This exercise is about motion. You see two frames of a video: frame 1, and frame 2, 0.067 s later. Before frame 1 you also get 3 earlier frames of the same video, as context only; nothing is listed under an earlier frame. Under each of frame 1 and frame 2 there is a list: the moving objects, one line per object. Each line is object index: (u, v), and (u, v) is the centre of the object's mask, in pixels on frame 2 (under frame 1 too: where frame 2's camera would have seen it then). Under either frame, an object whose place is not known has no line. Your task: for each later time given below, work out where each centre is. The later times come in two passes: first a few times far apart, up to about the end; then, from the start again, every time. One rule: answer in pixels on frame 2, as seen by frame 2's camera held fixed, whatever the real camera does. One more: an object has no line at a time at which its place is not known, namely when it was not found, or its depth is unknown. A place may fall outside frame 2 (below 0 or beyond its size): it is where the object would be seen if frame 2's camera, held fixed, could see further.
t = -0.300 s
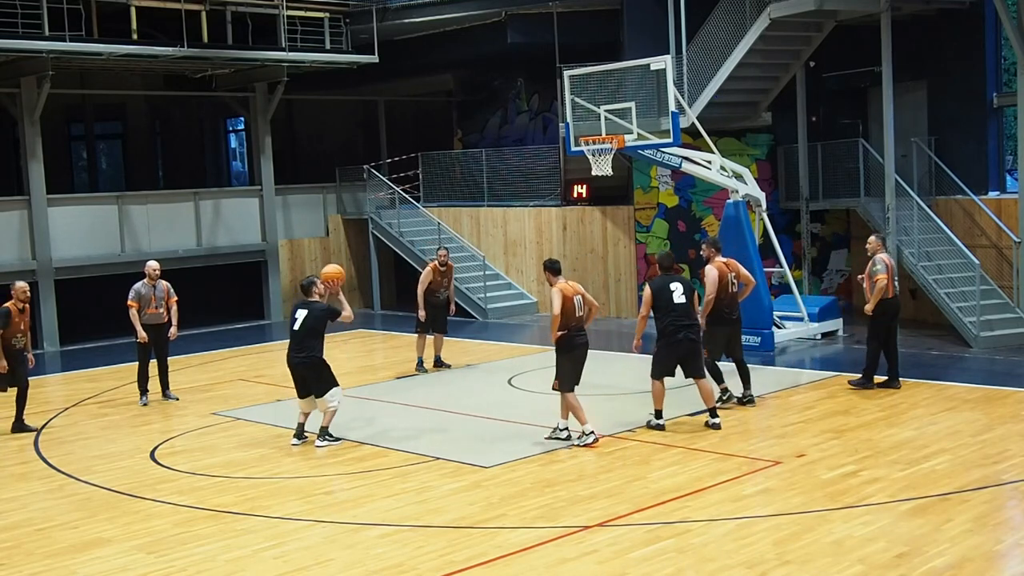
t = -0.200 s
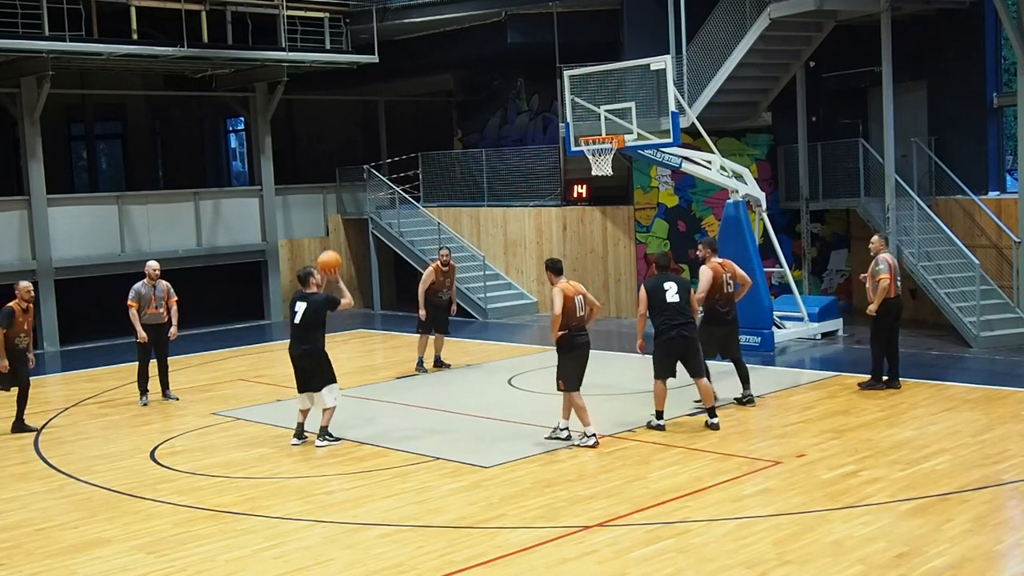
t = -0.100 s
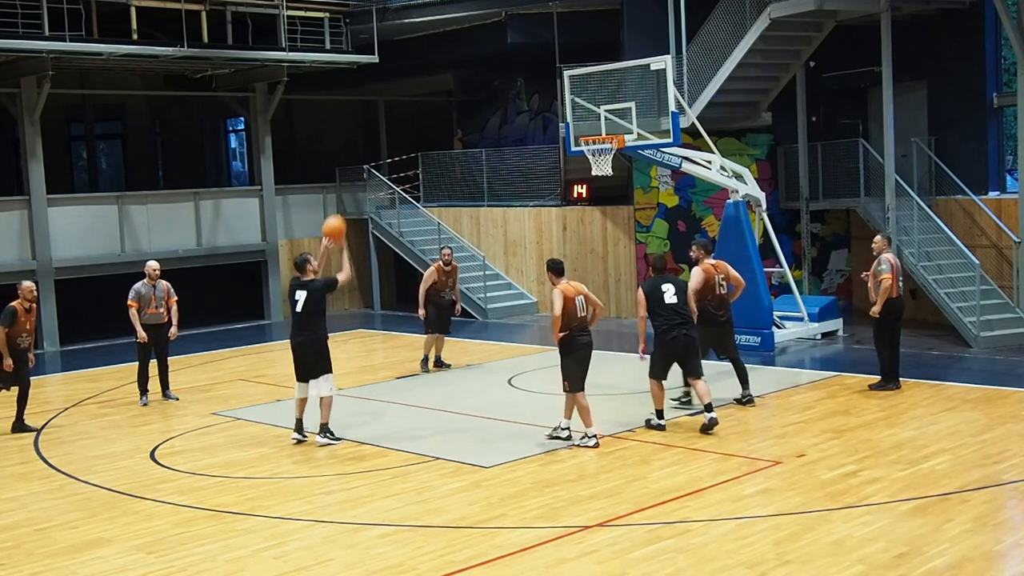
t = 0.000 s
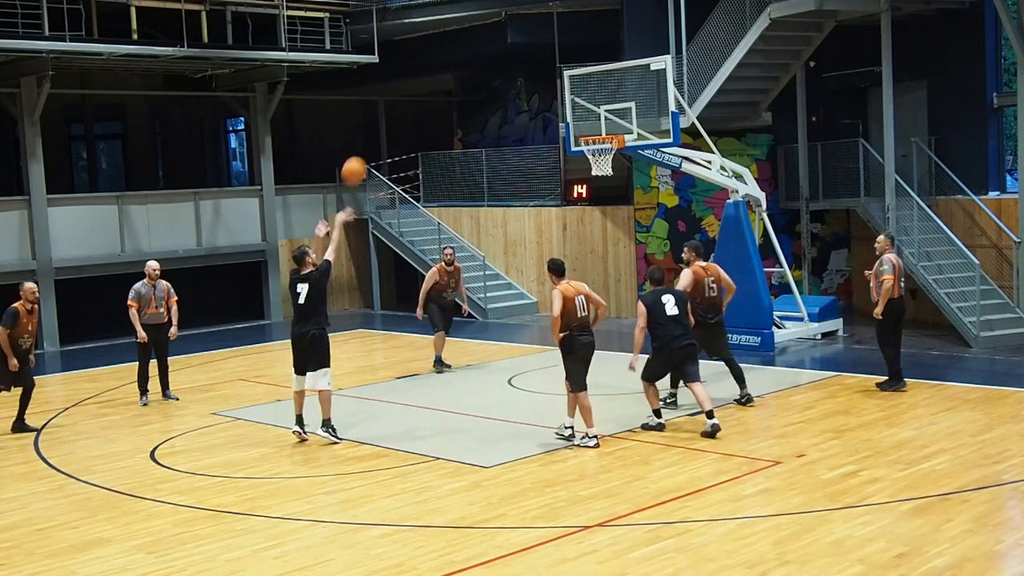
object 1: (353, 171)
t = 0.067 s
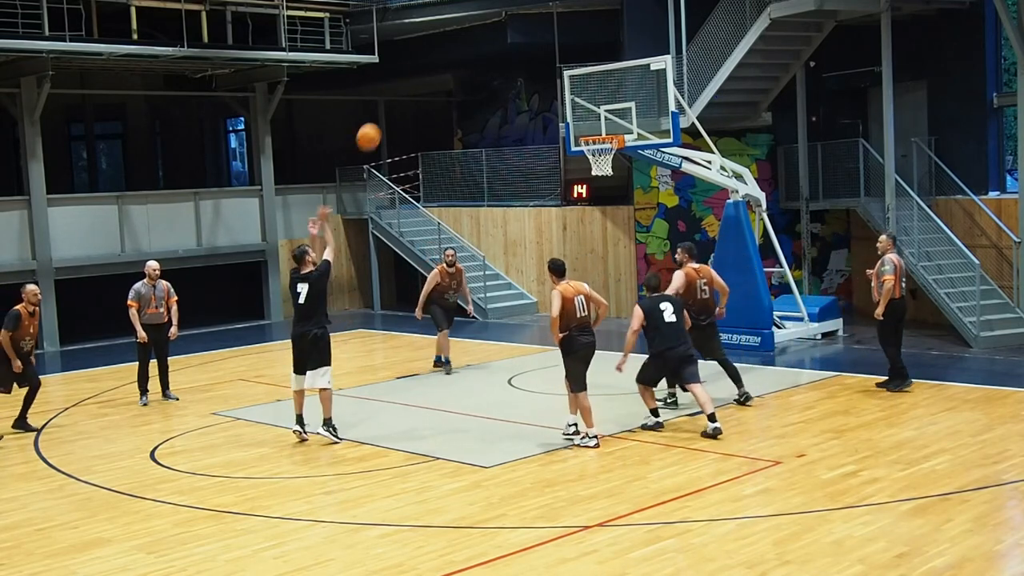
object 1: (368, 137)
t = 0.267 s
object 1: (412, 63)
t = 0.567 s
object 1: (475, 25)
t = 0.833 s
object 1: (528, 56)
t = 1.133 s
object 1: (559, 128)
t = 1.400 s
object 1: (478, 132)
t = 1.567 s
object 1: (429, 162)
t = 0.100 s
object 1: (376, 122)
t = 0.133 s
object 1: (383, 108)
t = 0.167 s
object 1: (390, 95)
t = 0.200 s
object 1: (398, 83)
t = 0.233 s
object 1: (405, 73)
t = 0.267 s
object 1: (412, 63)
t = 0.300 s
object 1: (419, 55)
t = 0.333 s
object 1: (426, 47)
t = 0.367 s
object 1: (433, 41)
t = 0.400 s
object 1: (440, 36)
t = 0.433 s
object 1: (447, 32)
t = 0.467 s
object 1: (454, 29)
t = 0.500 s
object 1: (461, 26)
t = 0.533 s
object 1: (468, 25)
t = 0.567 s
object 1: (475, 25)
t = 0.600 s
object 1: (481, 26)
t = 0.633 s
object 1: (488, 27)
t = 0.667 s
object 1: (495, 30)
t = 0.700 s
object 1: (501, 33)
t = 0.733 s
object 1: (508, 38)
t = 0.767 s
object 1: (515, 43)
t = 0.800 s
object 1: (521, 49)
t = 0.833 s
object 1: (528, 56)
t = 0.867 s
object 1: (534, 64)
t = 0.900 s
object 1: (541, 72)
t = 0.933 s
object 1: (547, 82)
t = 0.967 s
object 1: (553, 91)
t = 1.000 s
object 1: (559, 102)
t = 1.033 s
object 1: (565, 114)
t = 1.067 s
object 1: (572, 126)
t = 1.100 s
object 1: (571, 132)
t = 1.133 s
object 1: (559, 128)
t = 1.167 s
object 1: (549, 125)
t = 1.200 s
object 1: (539, 124)
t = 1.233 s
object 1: (529, 123)
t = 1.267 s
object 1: (519, 123)
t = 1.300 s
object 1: (509, 124)
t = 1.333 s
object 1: (499, 125)
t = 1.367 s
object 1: (488, 128)
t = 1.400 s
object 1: (478, 132)
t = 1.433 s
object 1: (468, 136)
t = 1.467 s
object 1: (458, 141)
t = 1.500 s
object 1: (449, 147)
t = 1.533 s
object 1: (439, 154)
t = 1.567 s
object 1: (429, 162)
